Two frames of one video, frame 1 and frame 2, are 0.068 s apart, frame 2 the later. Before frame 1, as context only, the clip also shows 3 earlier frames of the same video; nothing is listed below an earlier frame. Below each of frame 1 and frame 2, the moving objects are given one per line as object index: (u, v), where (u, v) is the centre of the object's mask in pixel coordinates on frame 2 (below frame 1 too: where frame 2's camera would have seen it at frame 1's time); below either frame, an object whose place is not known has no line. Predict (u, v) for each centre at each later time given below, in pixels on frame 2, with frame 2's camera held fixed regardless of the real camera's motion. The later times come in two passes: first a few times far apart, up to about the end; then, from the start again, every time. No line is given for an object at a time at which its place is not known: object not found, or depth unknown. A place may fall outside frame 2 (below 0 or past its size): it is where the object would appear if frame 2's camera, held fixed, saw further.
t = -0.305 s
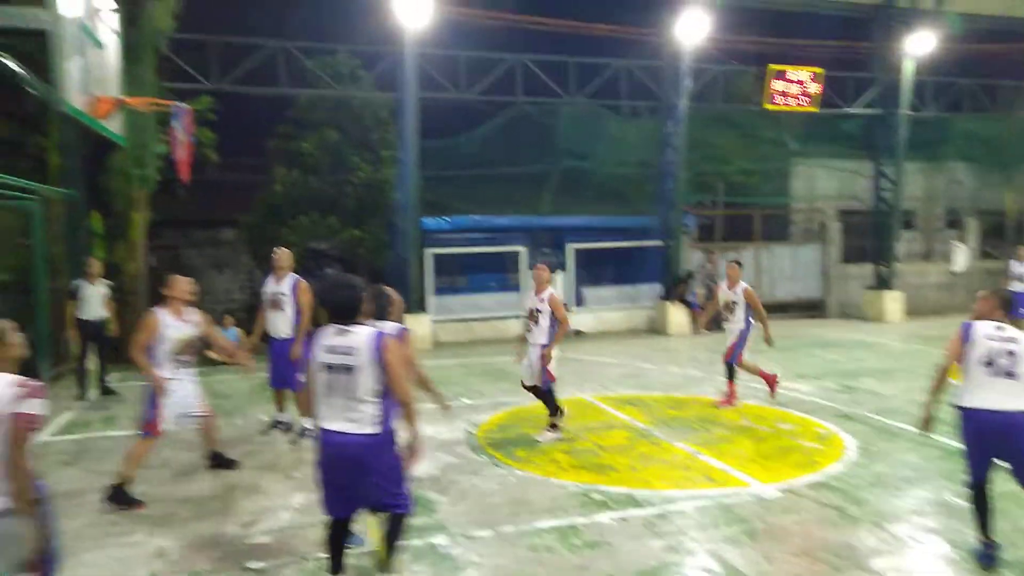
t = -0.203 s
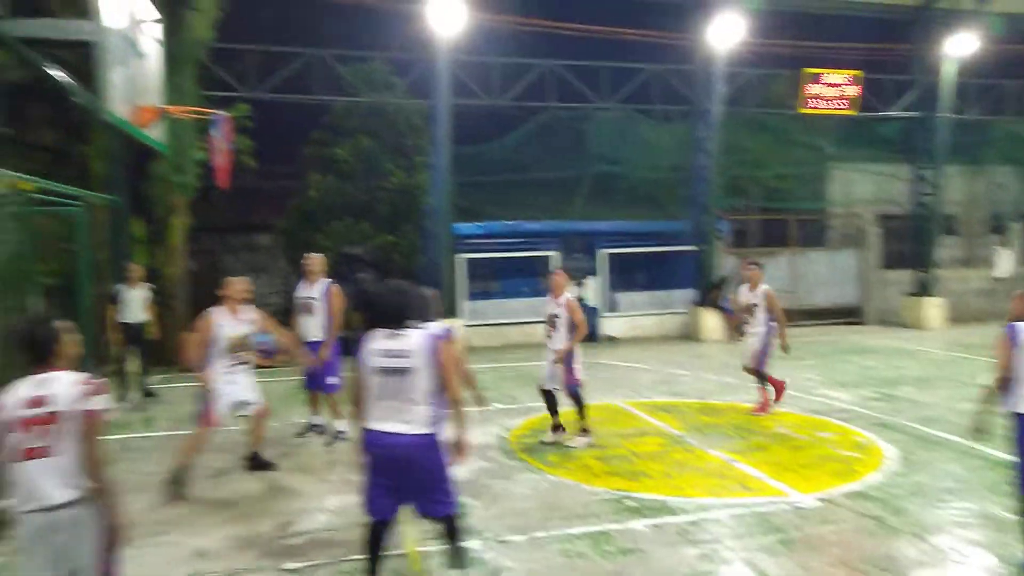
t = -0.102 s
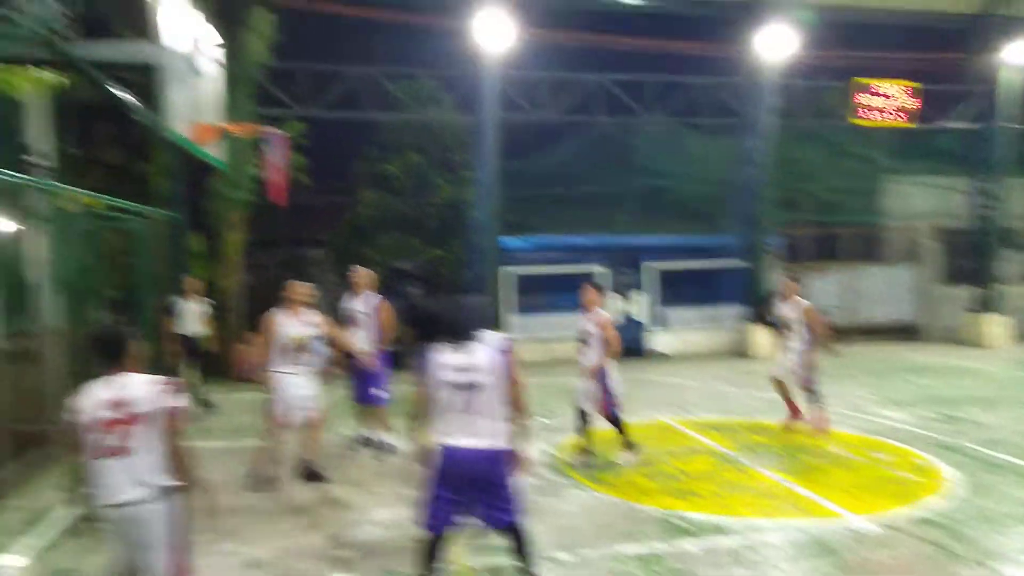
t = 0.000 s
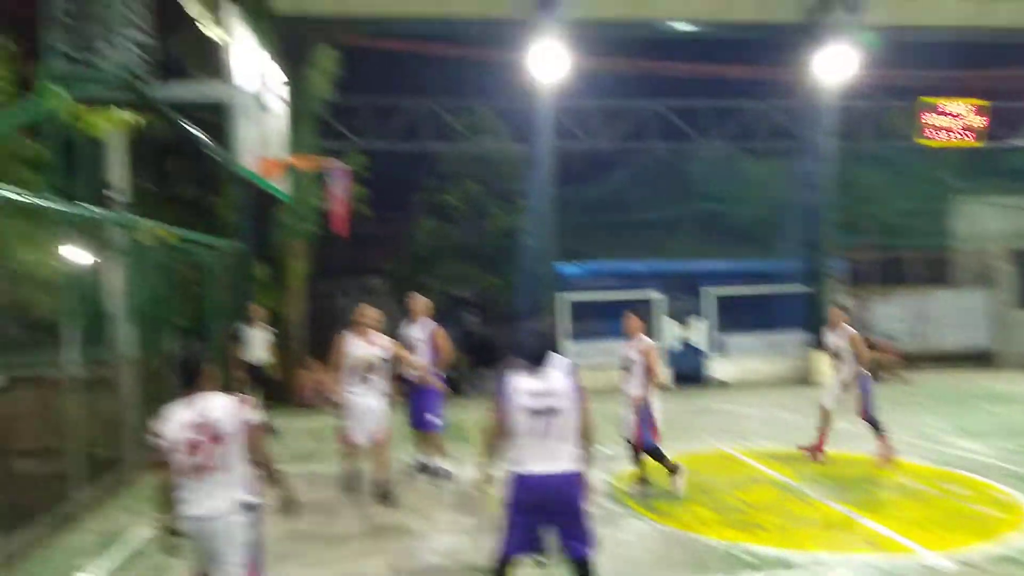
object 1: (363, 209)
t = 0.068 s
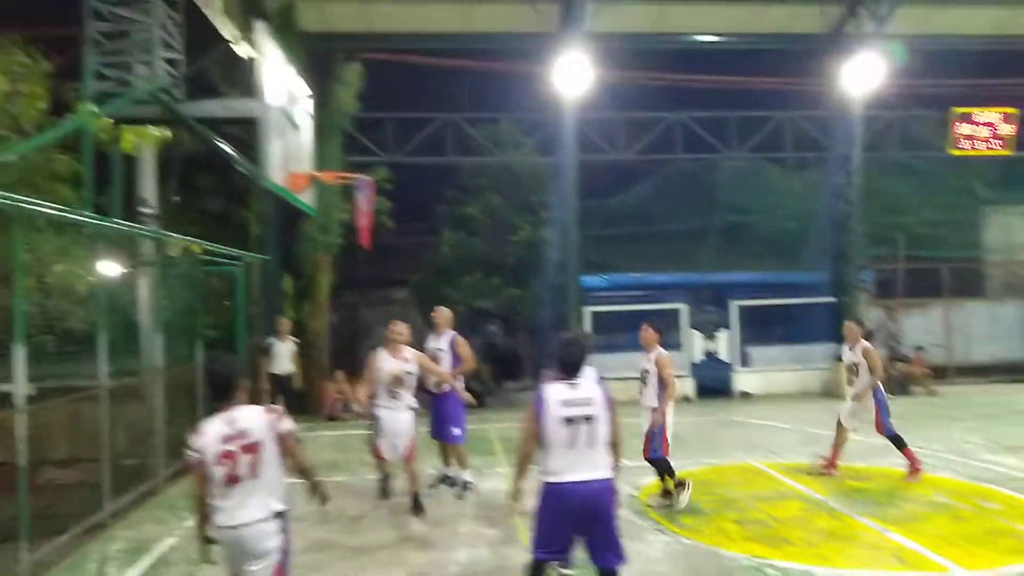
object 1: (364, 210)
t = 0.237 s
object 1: (364, 208)
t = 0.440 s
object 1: (365, 210)
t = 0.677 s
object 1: (366, 185)
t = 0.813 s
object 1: (358, 196)
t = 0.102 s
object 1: (364, 209)
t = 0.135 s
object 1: (364, 209)
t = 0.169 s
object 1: (364, 209)
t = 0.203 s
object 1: (364, 208)
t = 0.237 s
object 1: (364, 208)
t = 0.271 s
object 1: (364, 208)
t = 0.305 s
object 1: (364, 208)
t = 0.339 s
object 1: (364, 207)
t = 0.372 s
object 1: (364, 207)
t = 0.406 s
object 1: (364, 207)
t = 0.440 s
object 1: (365, 210)
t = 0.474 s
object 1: (365, 212)
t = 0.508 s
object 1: (365, 209)
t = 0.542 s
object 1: (365, 202)
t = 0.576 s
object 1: (364, 194)
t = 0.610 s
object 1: (365, 189)
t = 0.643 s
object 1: (365, 188)
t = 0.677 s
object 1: (366, 185)
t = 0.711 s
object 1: (362, 189)
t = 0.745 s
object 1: (360, 191)
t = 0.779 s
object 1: (360, 192)
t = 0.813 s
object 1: (358, 196)
